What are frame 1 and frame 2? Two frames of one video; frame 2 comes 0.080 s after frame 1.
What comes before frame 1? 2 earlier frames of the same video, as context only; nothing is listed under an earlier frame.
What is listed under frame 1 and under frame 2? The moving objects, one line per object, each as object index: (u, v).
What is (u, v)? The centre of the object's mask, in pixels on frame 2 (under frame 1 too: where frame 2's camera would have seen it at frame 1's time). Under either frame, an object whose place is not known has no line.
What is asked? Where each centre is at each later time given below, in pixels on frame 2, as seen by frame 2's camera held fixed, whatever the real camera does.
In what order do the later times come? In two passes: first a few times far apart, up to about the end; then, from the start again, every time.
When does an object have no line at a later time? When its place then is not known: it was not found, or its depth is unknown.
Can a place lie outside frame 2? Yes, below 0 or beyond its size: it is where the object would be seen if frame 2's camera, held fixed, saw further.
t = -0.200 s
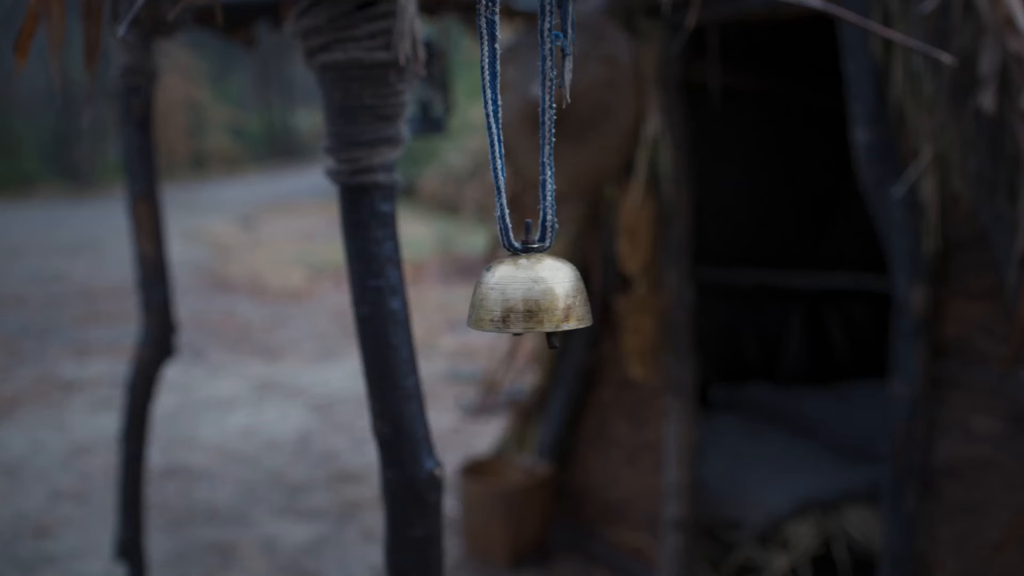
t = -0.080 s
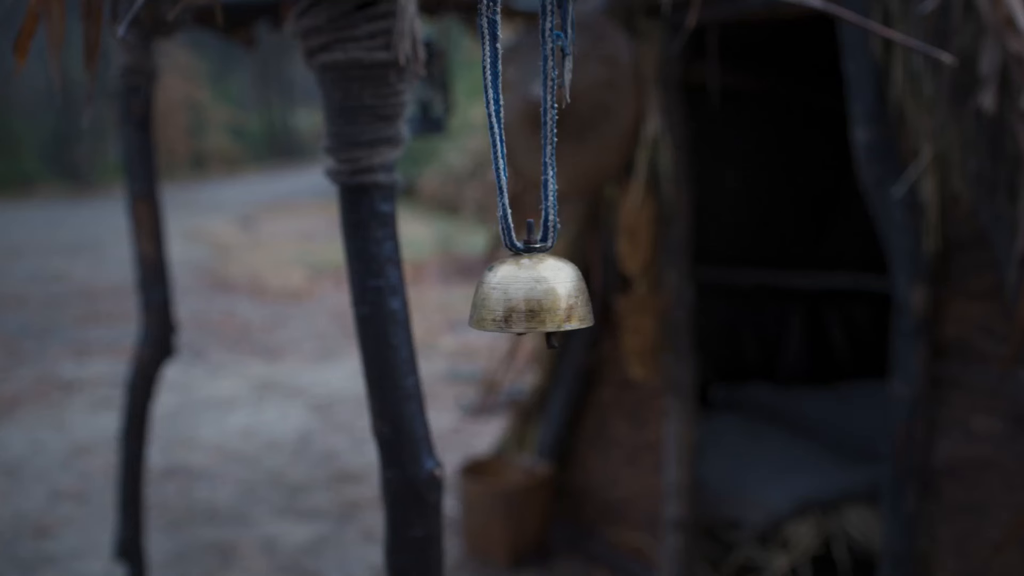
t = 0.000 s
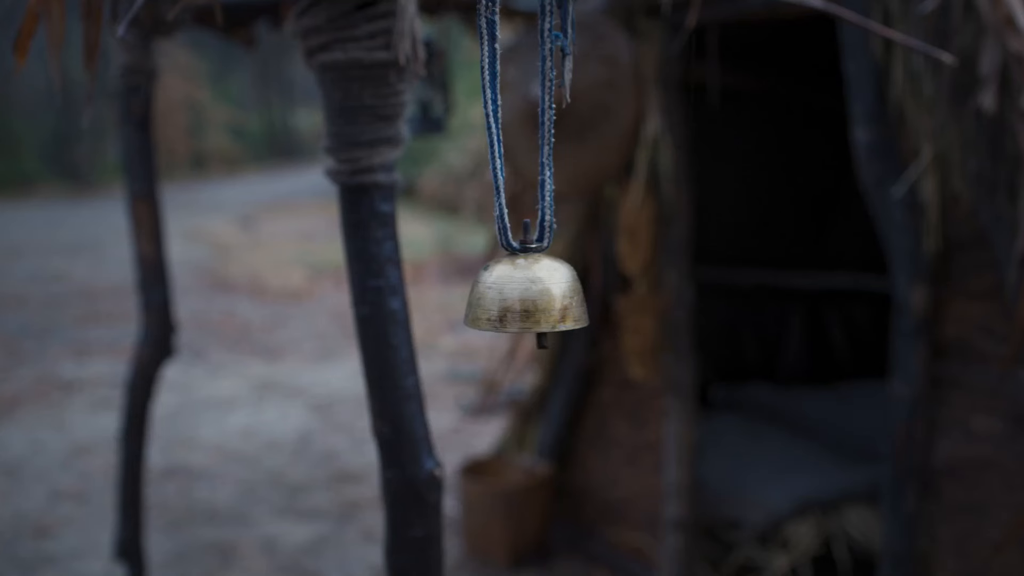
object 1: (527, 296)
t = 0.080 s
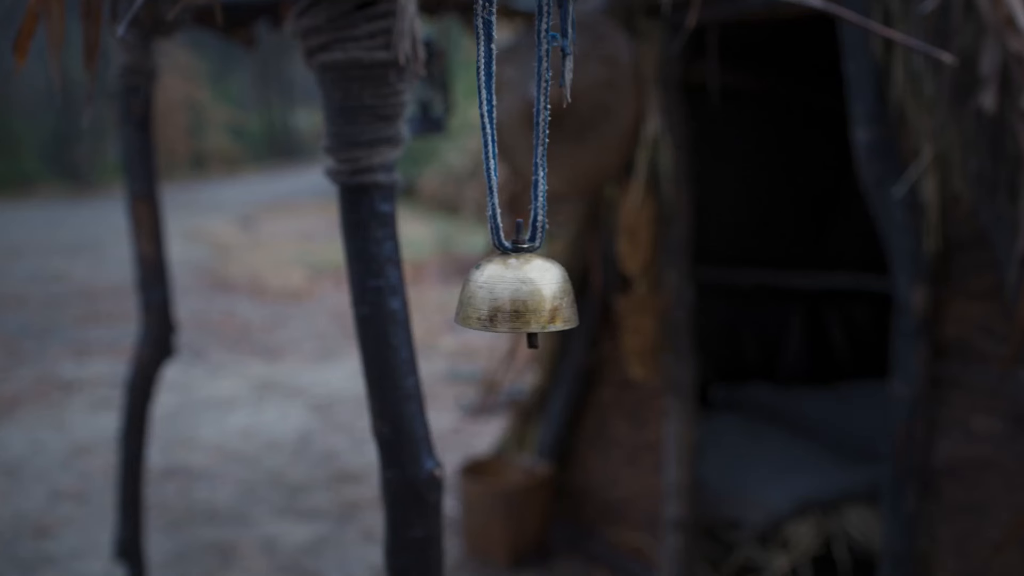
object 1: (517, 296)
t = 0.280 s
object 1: (492, 294)
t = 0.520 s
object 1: (494, 294)
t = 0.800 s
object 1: (524, 296)
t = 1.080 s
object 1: (518, 297)
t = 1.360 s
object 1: (493, 294)
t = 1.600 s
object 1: (498, 295)
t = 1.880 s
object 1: (520, 297)
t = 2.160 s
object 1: (513, 297)
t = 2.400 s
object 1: (494, 296)
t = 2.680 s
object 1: (500, 296)
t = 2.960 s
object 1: (520, 297)
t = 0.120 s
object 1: (512, 296)
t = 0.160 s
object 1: (506, 296)
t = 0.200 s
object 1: (501, 295)
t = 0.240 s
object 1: (495, 295)
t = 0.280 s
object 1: (492, 294)
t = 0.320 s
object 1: (489, 294)
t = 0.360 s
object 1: (488, 293)
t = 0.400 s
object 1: (488, 293)
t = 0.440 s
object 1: (489, 293)
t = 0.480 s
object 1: (491, 294)
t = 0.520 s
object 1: (494, 294)
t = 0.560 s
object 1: (498, 295)
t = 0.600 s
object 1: (502, 295)
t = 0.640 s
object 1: (507, 296)
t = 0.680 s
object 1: (512, 296)
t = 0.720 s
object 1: (517, 296)
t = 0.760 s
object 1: (521, 296)
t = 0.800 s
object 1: (524, 296)
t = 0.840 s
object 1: (527, 297)
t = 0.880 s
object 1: (527, 297)
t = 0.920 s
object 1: (527, 297)
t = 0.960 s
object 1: (526, 297)
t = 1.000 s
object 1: (524, 297)
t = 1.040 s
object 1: (521, 297)
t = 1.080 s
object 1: (518, 297)
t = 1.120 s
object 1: (514, 297)
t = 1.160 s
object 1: (510, 296)
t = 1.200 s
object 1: (506, 296)
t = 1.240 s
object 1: (502, 295)
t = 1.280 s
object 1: (499, 295)
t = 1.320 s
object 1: (495, 294)
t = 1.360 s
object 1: (493, 294)
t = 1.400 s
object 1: (491, 294)
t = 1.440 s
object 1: (490, 294)
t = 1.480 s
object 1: (491, 294)
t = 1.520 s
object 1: (492, 294)
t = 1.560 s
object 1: (494, 294)
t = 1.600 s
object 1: (498, 295)
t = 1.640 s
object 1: (501, 295)
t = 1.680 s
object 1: (505, 296)
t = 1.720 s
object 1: (508, 296)
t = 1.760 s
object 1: (512, 296)
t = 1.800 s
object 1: (515, 296)
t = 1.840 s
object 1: (518, 297)
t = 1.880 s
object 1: (520, 297)
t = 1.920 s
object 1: (522, 297)
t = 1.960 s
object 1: (523, 297)
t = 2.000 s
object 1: (523, 296)
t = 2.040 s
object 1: (522, 296)
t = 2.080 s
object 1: (520, 296)
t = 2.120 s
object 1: (517, 296)
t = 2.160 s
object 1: (513, 297)
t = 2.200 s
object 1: (510, 297)
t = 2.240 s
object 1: (506, 296)
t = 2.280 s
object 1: (502, 296)
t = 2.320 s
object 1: (499, 296)
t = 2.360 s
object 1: (496, 295)
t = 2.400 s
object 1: (494, 296)
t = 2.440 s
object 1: (492, 296)
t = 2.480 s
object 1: (491, 296)
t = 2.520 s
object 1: (491, 295)
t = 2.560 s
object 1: (492, 295)
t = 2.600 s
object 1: (494, 295)
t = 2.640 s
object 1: (496, 296)
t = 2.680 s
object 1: (500, 296)
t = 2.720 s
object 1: (503, 296)
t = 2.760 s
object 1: (507, 297)
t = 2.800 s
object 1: (511, 297)
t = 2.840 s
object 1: (514, 297)
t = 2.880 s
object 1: (516, 297)
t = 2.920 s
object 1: (518, 297)
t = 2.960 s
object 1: (520, 297)
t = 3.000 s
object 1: (520, 297)
